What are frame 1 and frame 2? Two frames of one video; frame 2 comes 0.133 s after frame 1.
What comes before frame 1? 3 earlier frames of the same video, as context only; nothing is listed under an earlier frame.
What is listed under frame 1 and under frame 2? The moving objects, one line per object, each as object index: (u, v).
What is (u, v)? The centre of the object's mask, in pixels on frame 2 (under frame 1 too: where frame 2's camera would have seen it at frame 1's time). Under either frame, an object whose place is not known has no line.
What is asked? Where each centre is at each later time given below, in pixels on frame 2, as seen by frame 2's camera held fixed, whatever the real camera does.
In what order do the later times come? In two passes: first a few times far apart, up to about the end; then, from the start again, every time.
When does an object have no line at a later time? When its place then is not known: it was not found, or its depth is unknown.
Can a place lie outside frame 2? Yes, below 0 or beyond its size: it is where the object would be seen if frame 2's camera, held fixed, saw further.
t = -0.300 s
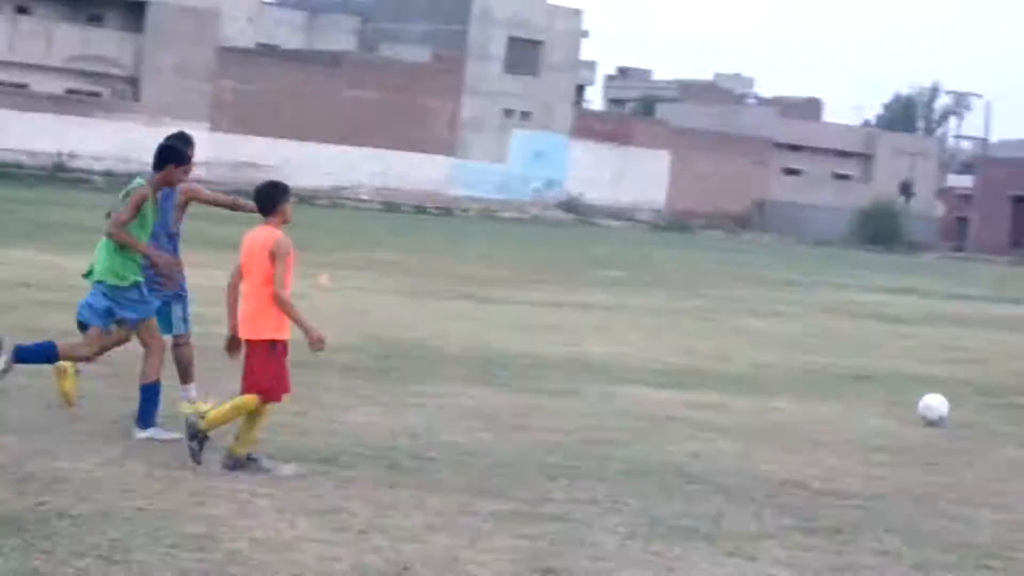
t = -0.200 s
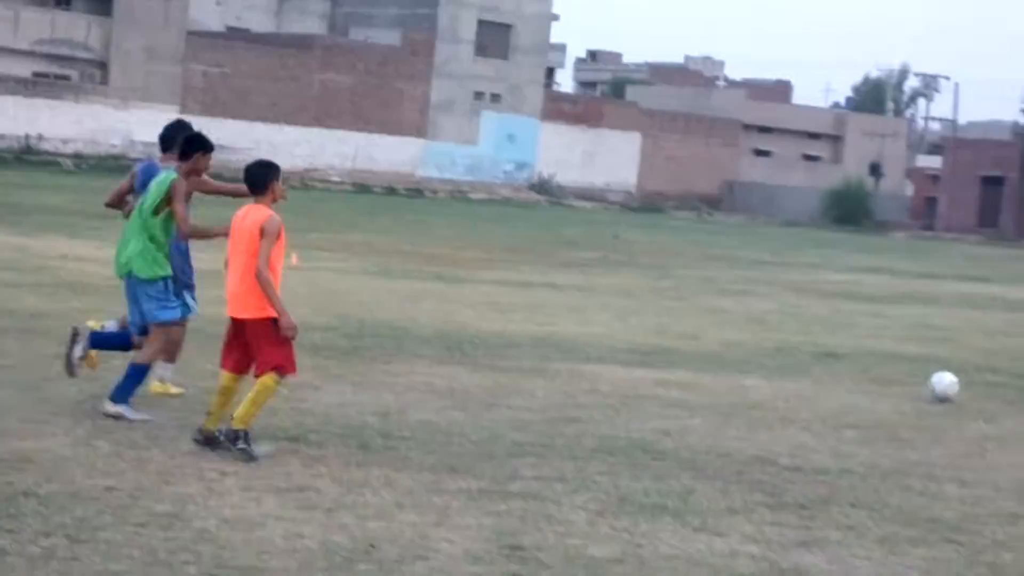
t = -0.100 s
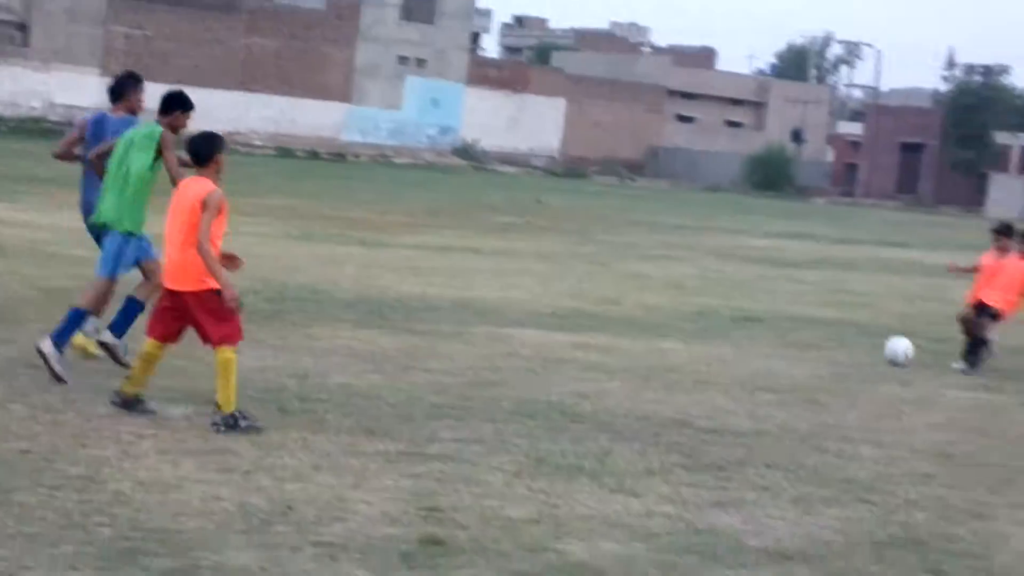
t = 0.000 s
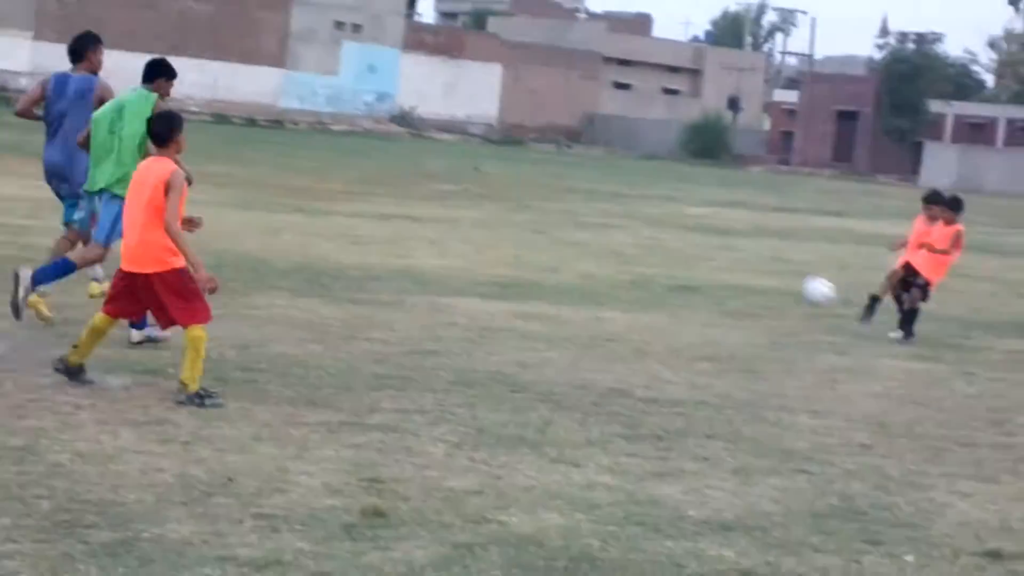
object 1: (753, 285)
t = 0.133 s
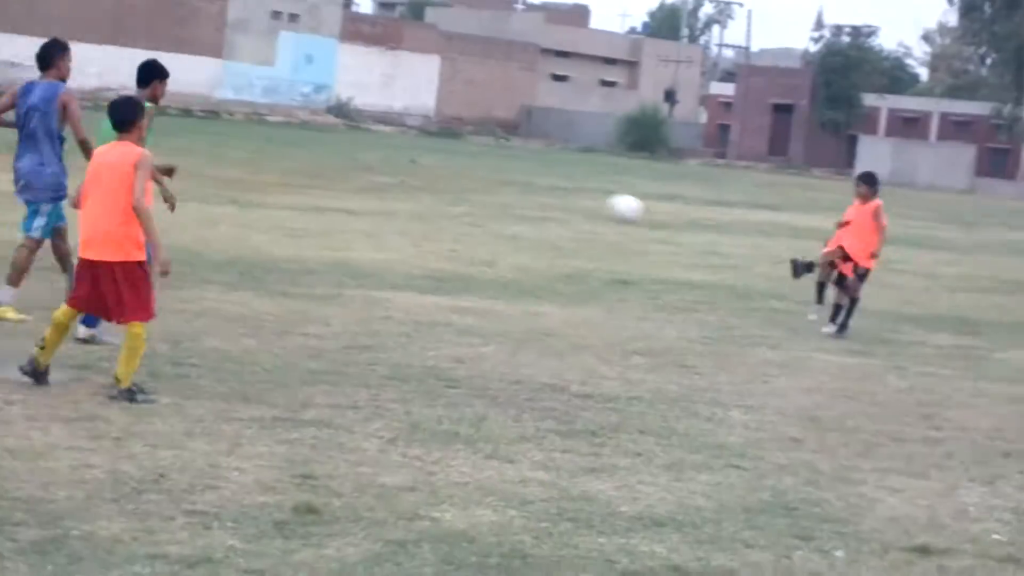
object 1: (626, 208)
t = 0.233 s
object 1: (522, 160)
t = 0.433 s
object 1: (303, 98)
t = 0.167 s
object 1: (591, 190)
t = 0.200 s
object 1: (557, 176)
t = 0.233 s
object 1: (522, 160)
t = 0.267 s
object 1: (485, 147)
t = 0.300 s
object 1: (449, 134)
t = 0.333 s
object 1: (412, 123)
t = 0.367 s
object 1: (376, 114)
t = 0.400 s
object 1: (339, 106)
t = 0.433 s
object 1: (303, 98)
